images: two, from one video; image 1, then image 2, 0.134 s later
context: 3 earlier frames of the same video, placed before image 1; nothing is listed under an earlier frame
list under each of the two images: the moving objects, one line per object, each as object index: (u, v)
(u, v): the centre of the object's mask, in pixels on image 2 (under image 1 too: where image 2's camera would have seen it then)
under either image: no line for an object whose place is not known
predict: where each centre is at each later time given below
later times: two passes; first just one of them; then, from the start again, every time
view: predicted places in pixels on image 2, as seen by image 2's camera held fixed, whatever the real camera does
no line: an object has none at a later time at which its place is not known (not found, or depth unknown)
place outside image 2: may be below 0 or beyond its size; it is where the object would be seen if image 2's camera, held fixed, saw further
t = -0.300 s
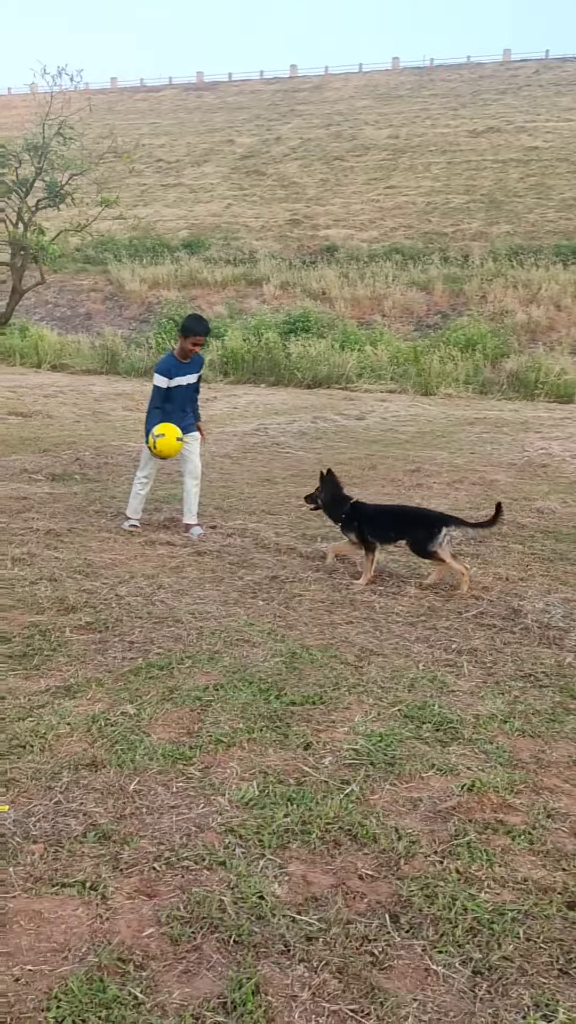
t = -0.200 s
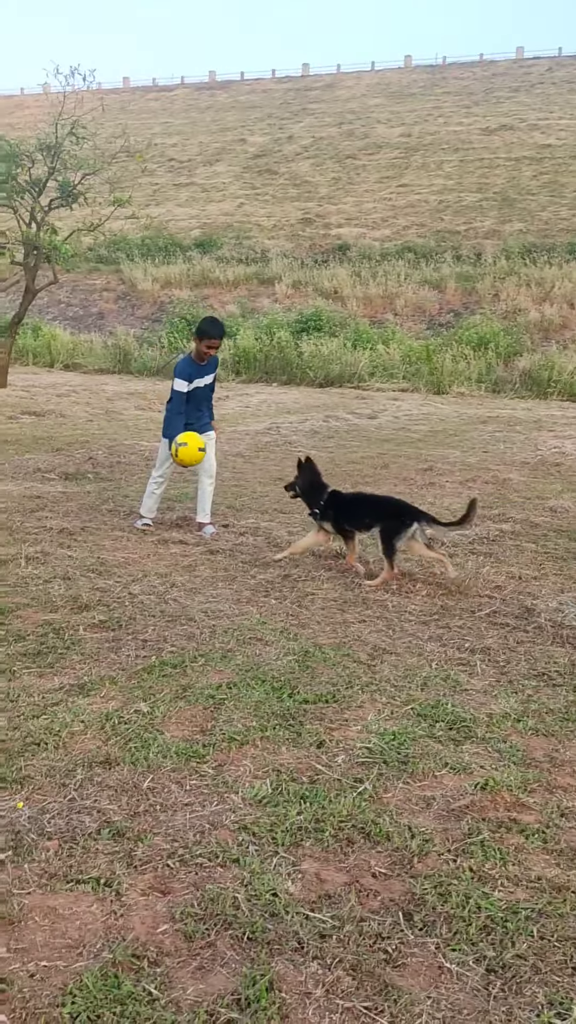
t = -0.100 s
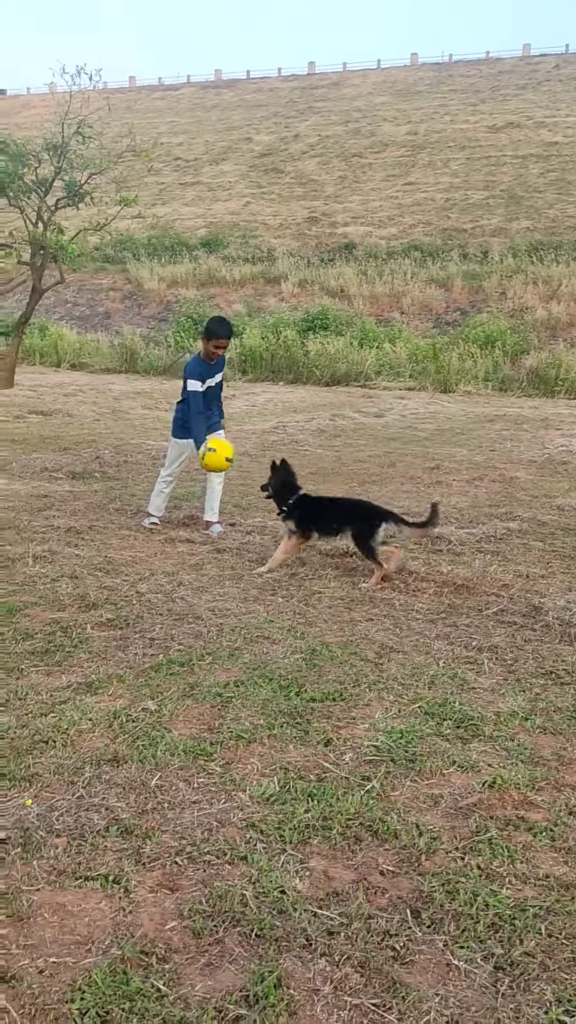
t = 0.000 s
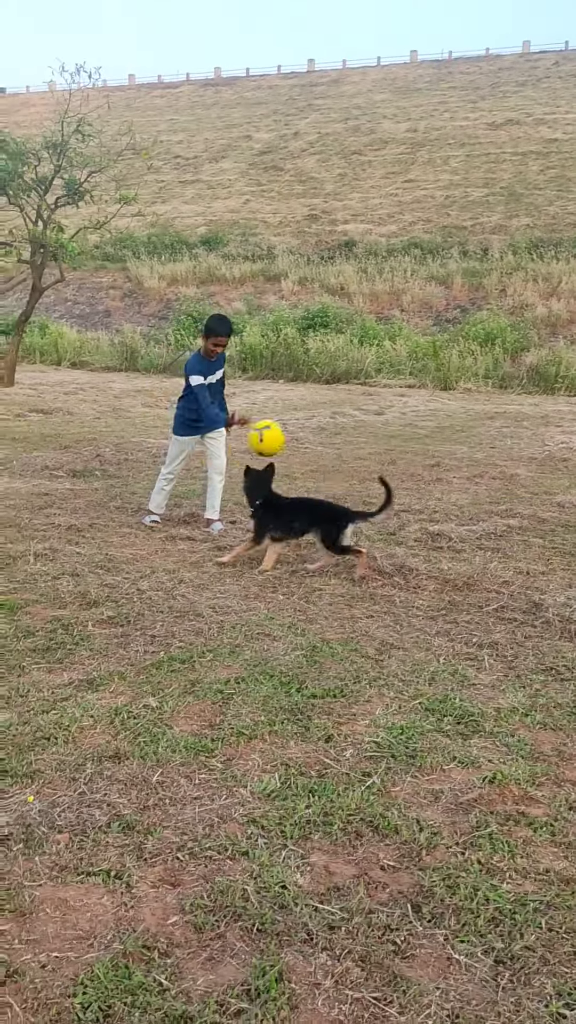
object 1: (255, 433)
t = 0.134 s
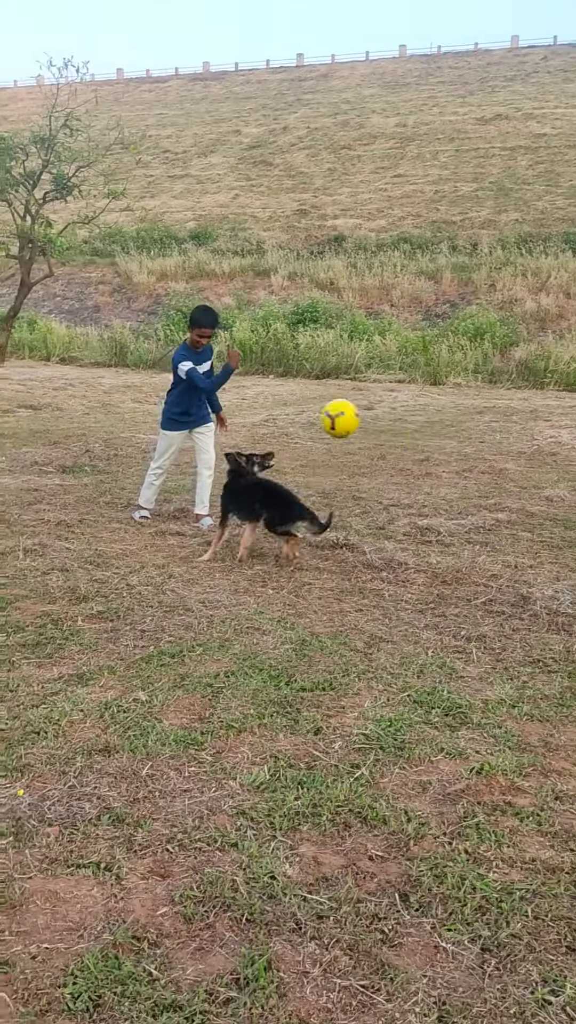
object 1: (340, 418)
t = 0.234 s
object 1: (407, 428)
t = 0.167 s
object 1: (362, 419)
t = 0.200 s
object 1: (385, 422)
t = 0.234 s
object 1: (407, 428)
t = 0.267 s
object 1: (430, 435)
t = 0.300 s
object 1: (453, 444)
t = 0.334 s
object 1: (477, 455)
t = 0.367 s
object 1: (500, 469)
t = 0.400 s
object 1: (525, 484)
